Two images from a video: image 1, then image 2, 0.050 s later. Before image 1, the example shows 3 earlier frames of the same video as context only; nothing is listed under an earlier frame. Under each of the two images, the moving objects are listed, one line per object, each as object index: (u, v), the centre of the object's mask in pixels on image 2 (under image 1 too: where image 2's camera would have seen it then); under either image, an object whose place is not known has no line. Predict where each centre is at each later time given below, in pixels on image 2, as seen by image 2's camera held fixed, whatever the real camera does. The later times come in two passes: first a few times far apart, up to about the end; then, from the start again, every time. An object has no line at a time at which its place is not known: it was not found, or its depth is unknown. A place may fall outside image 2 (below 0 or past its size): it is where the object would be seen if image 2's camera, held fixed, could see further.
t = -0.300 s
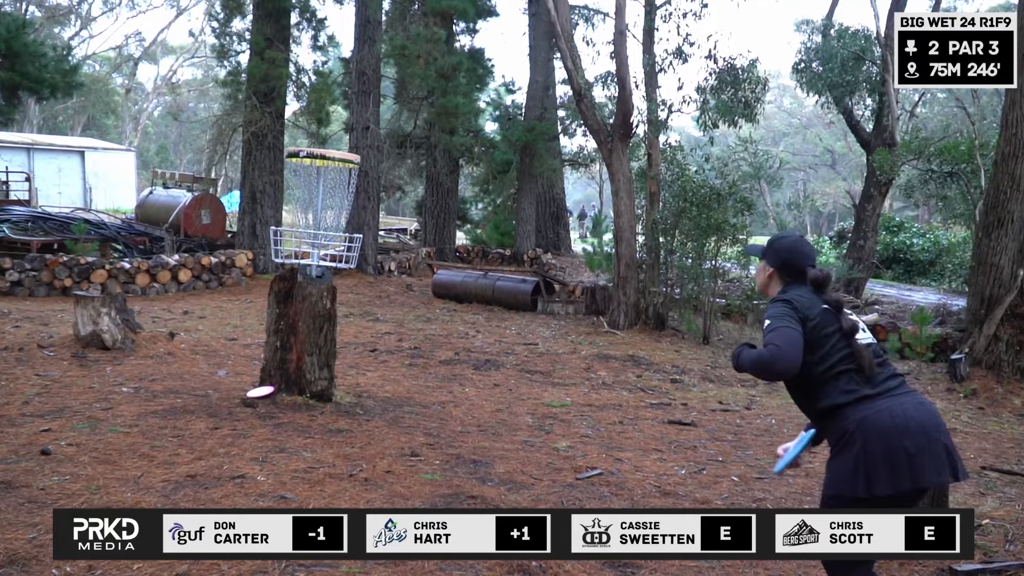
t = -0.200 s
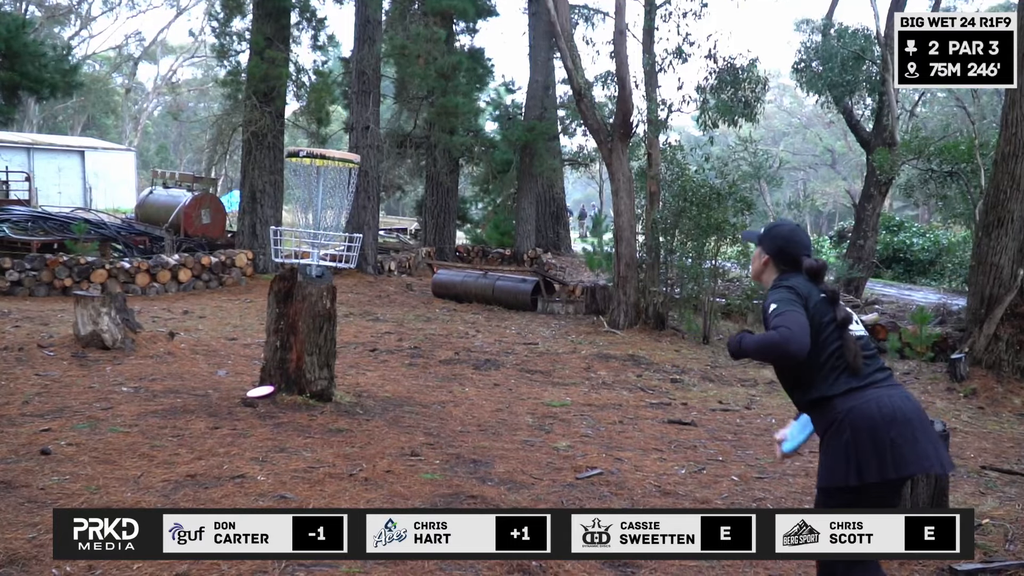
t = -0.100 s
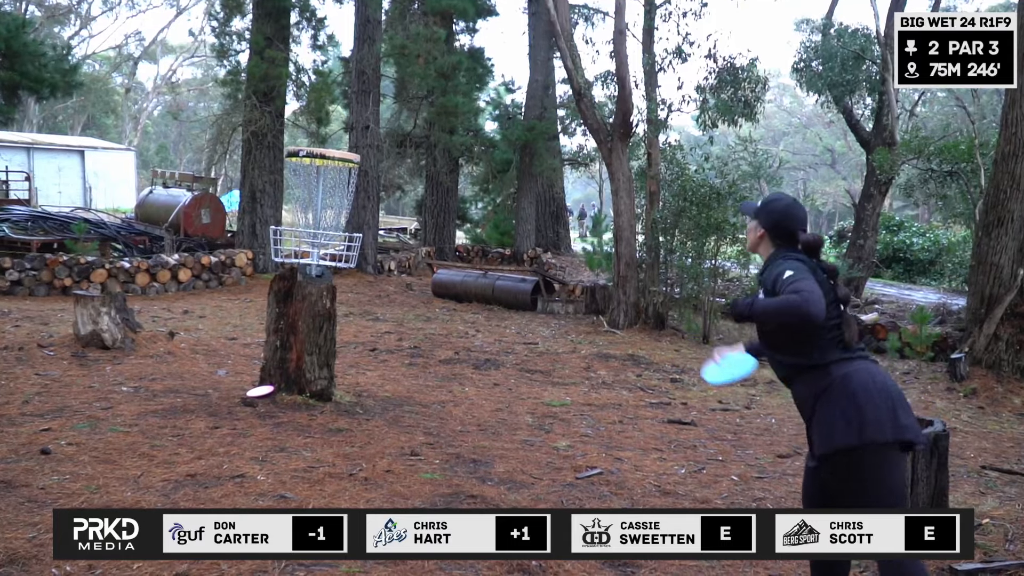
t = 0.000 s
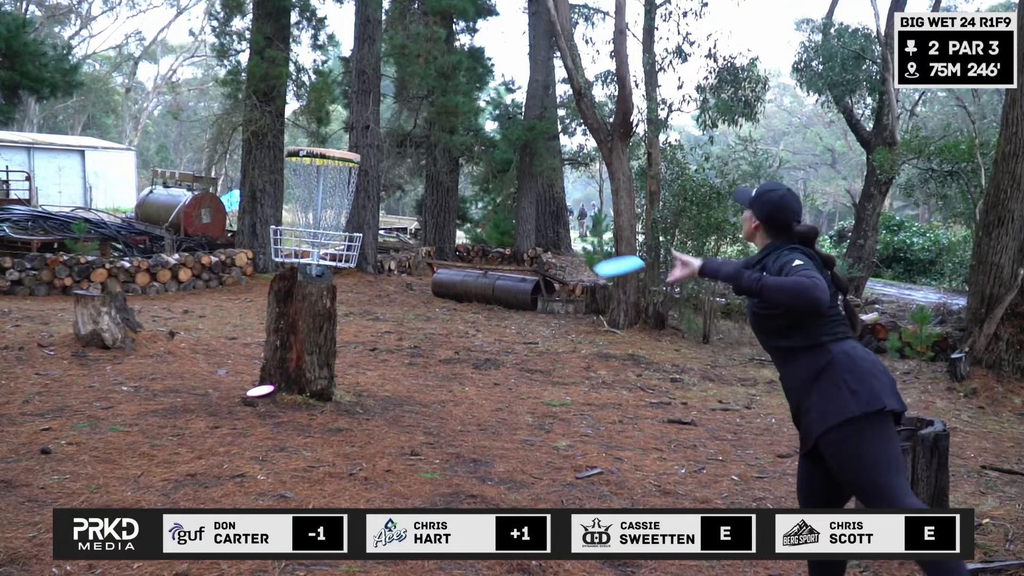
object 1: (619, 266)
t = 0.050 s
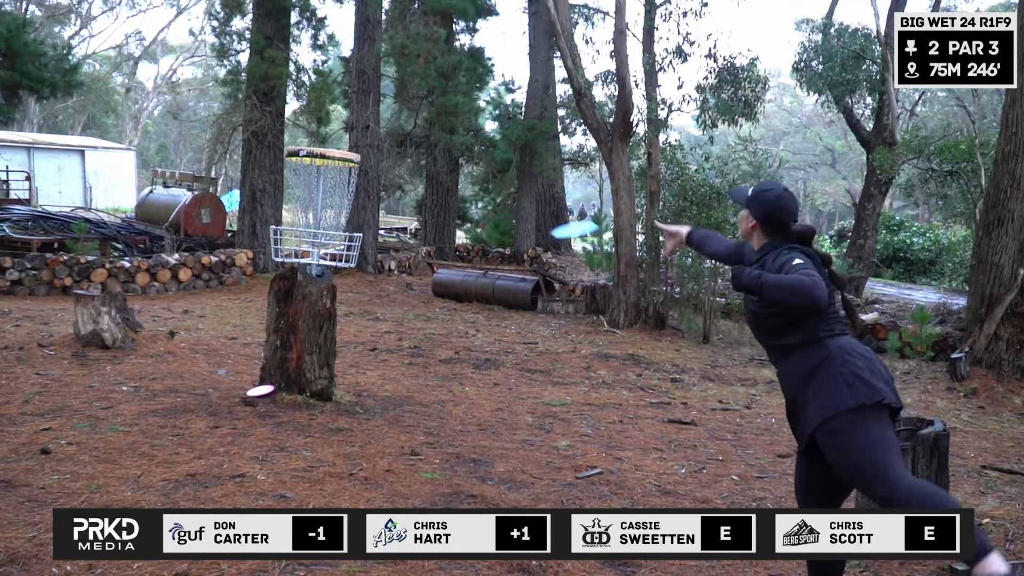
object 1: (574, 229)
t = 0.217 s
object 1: (465, 177)
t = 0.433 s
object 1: (372, 188)
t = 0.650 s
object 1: (333, 209)
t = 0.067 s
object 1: (561, 220)
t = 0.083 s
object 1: (548, 212)
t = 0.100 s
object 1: (536, 205)
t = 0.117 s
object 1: (525, 198)
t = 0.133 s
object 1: (514, 193)
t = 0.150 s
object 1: (504, 189)
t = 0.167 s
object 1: (493, 185)
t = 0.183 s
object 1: (483, 182)
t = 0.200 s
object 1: (474, 179)
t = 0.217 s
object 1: (465, 177)
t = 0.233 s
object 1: (456, 176)
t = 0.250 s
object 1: (448, 175)
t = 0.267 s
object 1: (440, 175)
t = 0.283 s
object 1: (432, 175)
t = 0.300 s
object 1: (424, 176)
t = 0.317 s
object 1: (417, 176)
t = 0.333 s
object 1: (410, 177)
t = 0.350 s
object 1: (403, 179)
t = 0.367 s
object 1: (396, 180)
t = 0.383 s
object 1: (391, 182)
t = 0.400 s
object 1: (384, 184)
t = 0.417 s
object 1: (378, 186)
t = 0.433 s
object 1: (372, 188)
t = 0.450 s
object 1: (366, 191)
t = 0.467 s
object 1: (360, 193)
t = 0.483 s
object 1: (355, 196)
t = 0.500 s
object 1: (349, 199)
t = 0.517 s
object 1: (345, 201)
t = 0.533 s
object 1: (343, 203)
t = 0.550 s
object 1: (341, 204)
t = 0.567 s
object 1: (340, 205)
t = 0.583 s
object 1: (338, 205)
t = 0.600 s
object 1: (337, 206)
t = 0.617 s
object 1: (336, 207)
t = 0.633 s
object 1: (335, 208)
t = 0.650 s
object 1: (333, 209)
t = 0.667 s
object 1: (332, 210)
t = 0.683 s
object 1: (331, 211)
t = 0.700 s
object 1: (330, 211)
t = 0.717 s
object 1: (330, 212)
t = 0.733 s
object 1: (329, 213)
